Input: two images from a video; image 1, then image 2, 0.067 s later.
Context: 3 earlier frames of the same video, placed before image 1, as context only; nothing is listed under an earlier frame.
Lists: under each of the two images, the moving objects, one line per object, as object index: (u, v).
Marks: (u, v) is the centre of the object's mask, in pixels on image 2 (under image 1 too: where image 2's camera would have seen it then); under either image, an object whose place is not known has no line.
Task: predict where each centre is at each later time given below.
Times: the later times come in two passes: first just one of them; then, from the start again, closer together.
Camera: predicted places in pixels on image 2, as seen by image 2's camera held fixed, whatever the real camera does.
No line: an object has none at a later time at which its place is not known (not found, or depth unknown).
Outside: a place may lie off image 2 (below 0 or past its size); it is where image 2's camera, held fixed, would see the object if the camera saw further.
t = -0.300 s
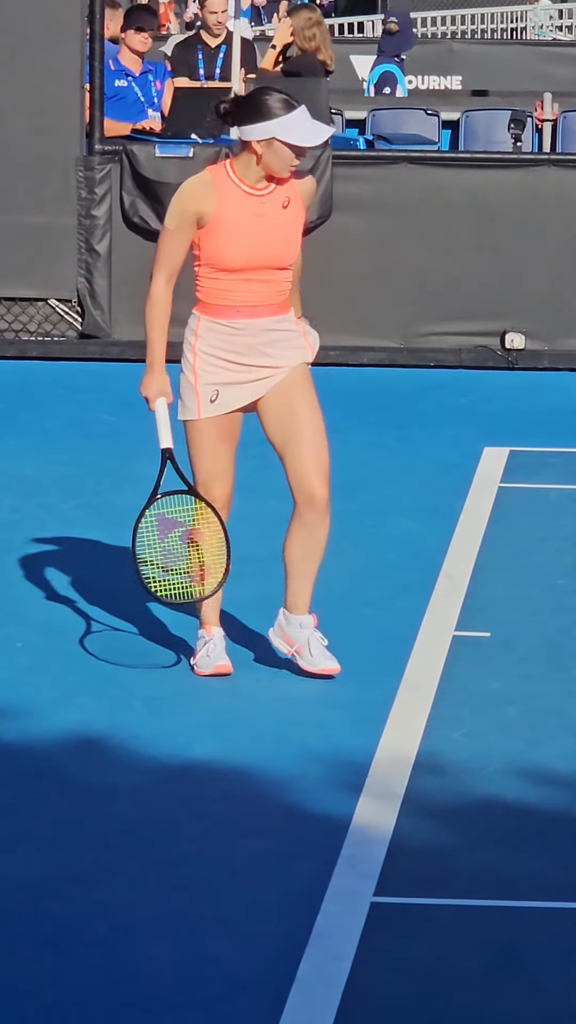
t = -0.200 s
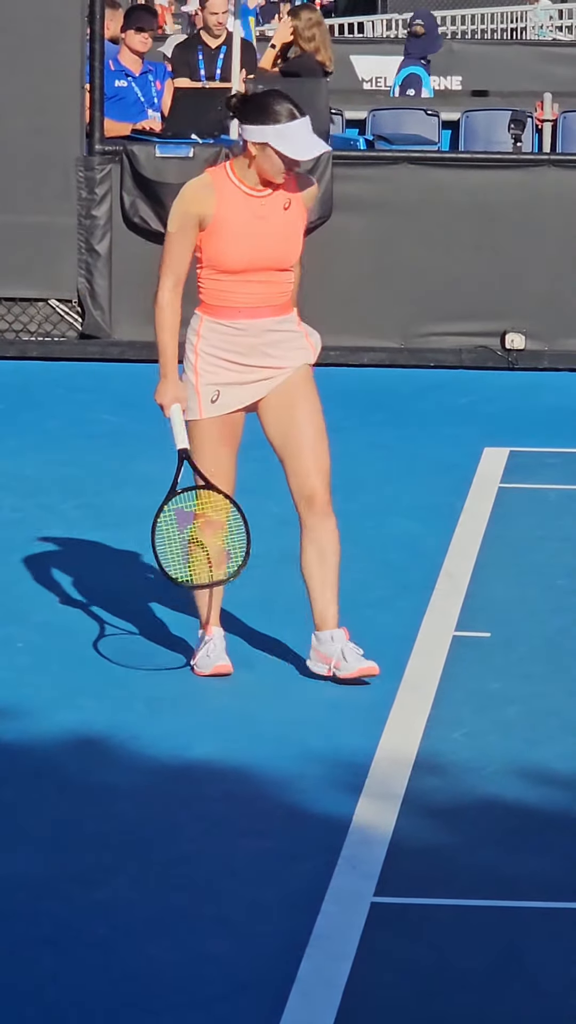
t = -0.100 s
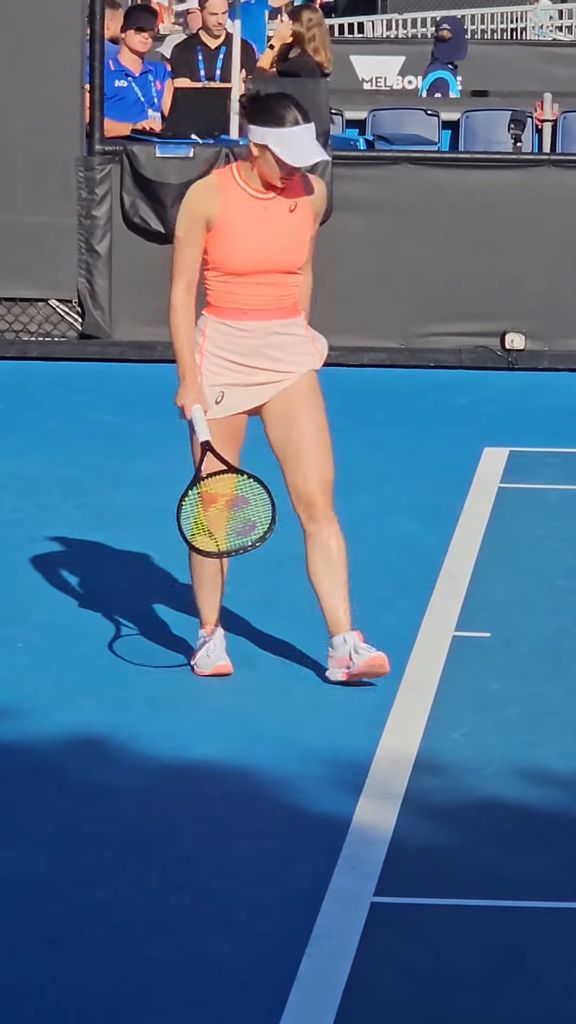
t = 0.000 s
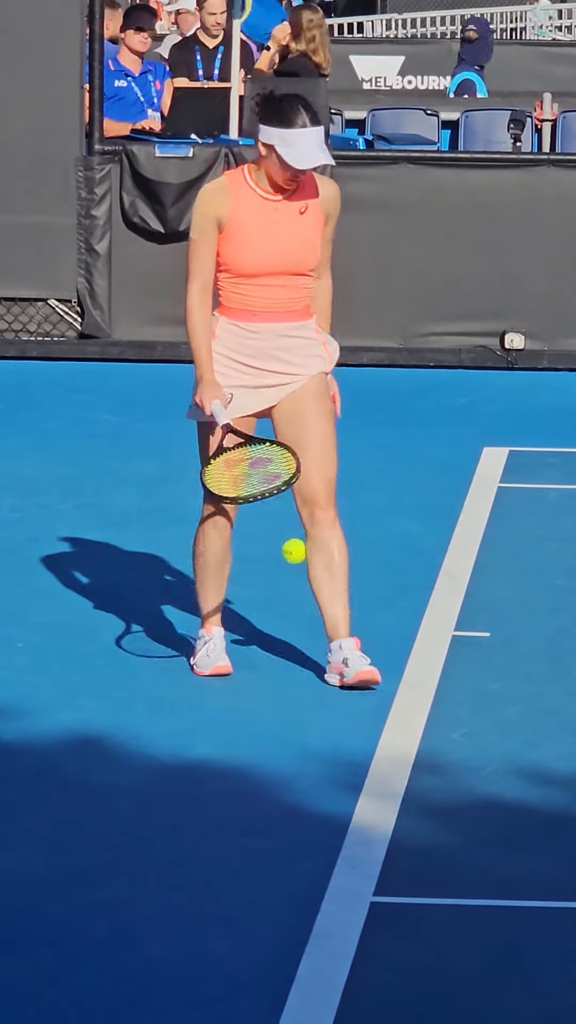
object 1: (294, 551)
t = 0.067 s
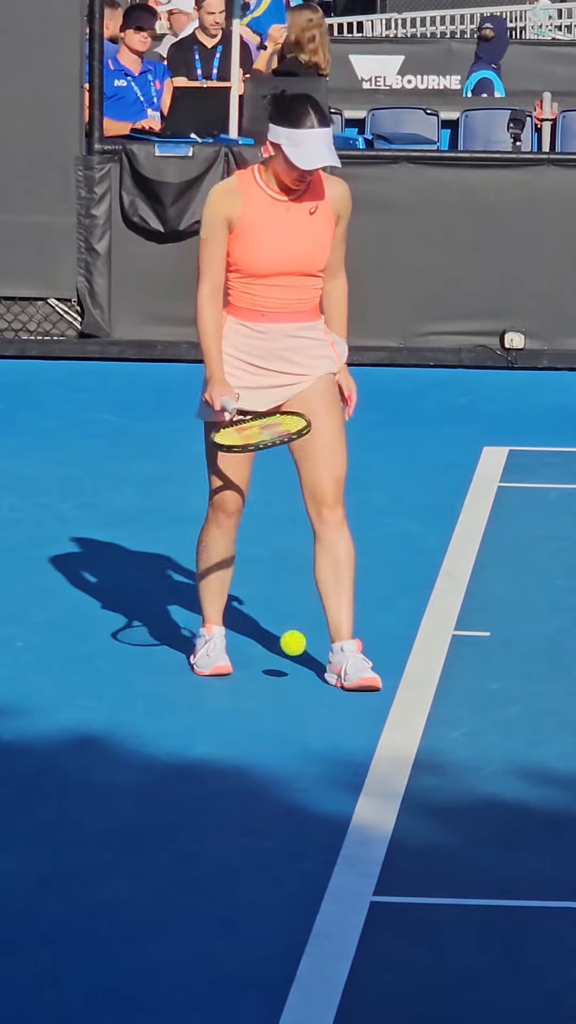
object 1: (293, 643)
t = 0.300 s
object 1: (291, 509)
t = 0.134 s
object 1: (292, 633)
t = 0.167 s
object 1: (292, 600)
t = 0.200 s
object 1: (292, 572)
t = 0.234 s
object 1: (291, 547)
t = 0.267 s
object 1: (291, 526)
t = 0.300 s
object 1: (291, 509)
